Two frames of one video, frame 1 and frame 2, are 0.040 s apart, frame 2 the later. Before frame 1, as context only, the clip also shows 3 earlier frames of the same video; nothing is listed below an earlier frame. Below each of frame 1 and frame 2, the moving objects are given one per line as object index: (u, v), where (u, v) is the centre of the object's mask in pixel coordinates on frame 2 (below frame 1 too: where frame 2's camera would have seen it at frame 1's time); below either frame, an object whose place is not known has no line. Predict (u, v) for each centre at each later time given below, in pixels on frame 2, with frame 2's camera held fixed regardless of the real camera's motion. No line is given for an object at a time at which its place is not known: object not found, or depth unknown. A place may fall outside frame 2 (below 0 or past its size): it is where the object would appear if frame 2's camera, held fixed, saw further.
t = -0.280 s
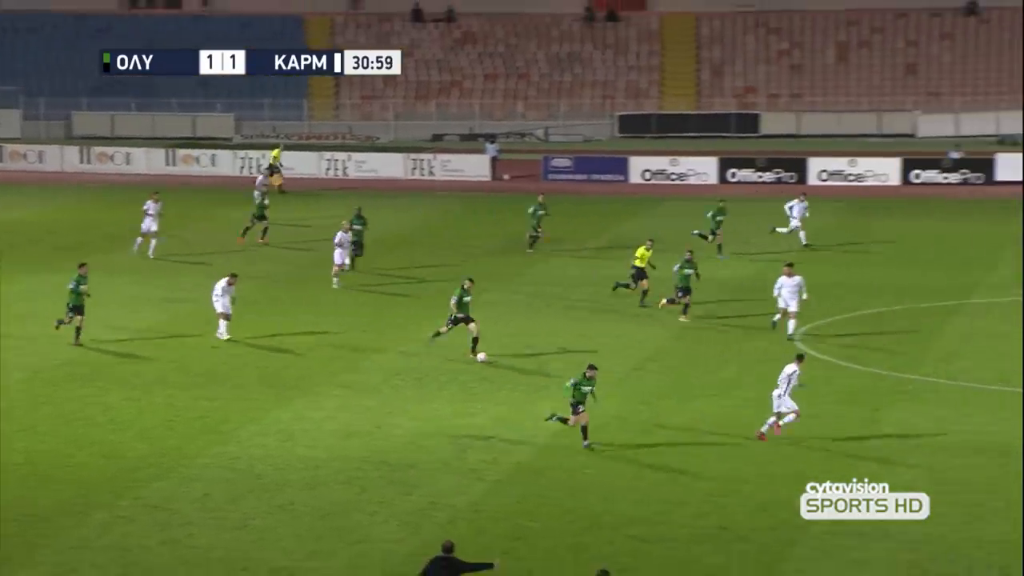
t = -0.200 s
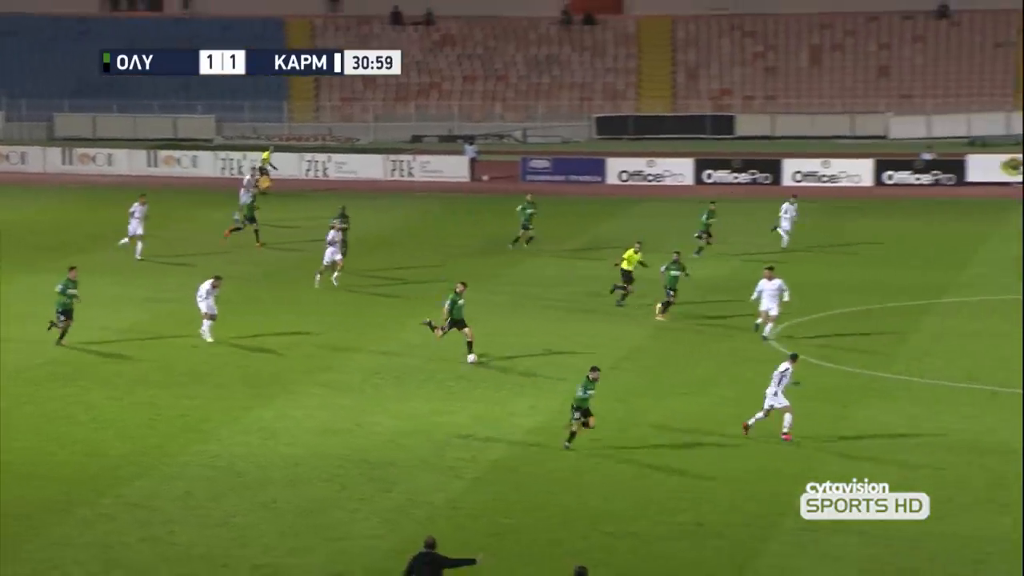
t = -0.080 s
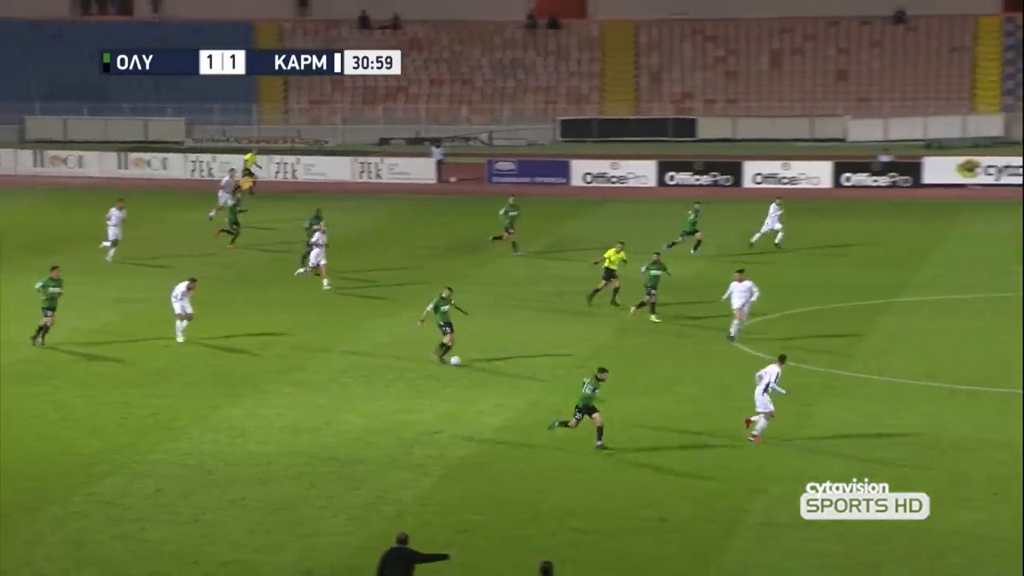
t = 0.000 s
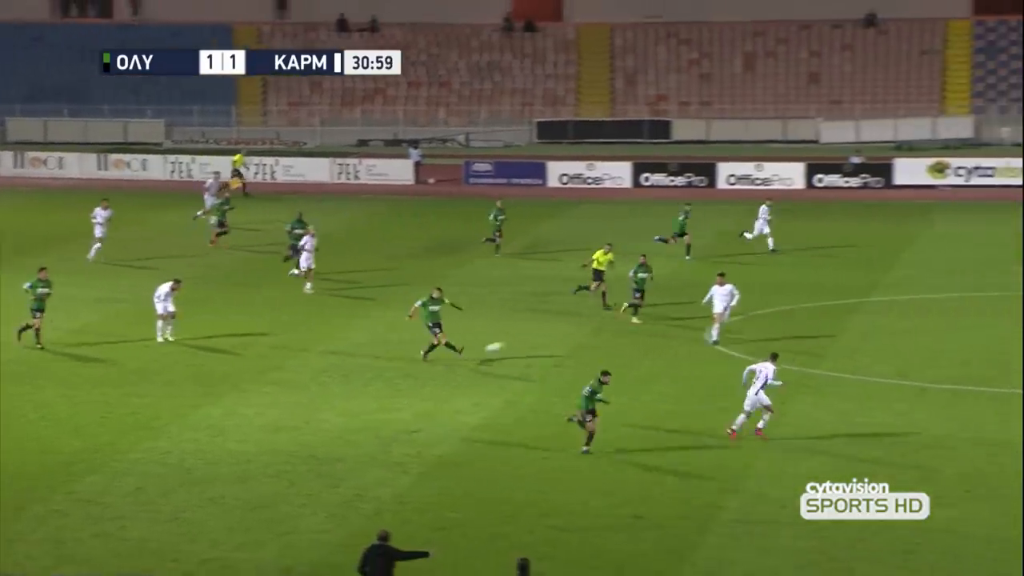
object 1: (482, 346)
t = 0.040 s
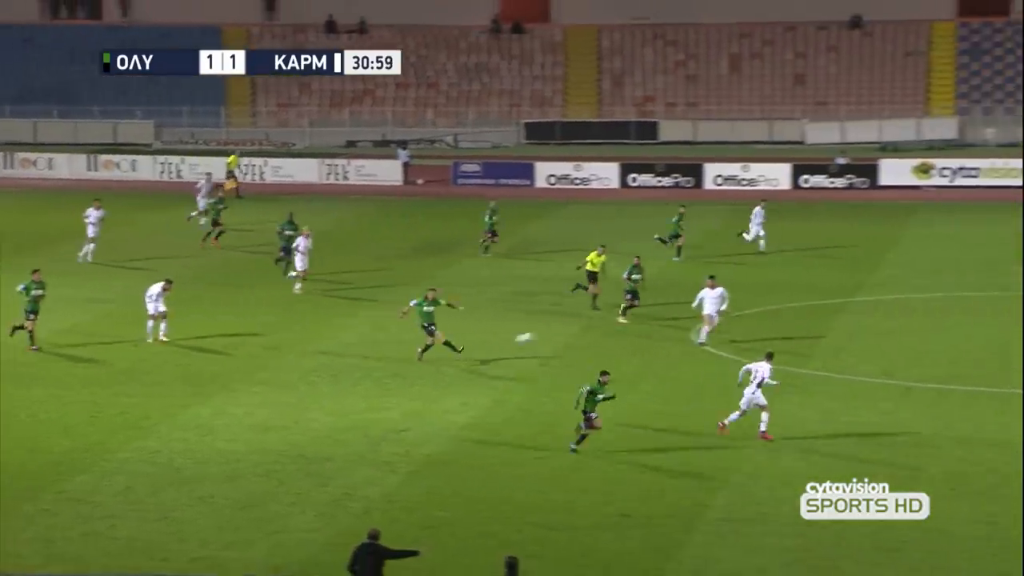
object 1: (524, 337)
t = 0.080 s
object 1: (566, 328)
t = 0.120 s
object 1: (608, 320)
